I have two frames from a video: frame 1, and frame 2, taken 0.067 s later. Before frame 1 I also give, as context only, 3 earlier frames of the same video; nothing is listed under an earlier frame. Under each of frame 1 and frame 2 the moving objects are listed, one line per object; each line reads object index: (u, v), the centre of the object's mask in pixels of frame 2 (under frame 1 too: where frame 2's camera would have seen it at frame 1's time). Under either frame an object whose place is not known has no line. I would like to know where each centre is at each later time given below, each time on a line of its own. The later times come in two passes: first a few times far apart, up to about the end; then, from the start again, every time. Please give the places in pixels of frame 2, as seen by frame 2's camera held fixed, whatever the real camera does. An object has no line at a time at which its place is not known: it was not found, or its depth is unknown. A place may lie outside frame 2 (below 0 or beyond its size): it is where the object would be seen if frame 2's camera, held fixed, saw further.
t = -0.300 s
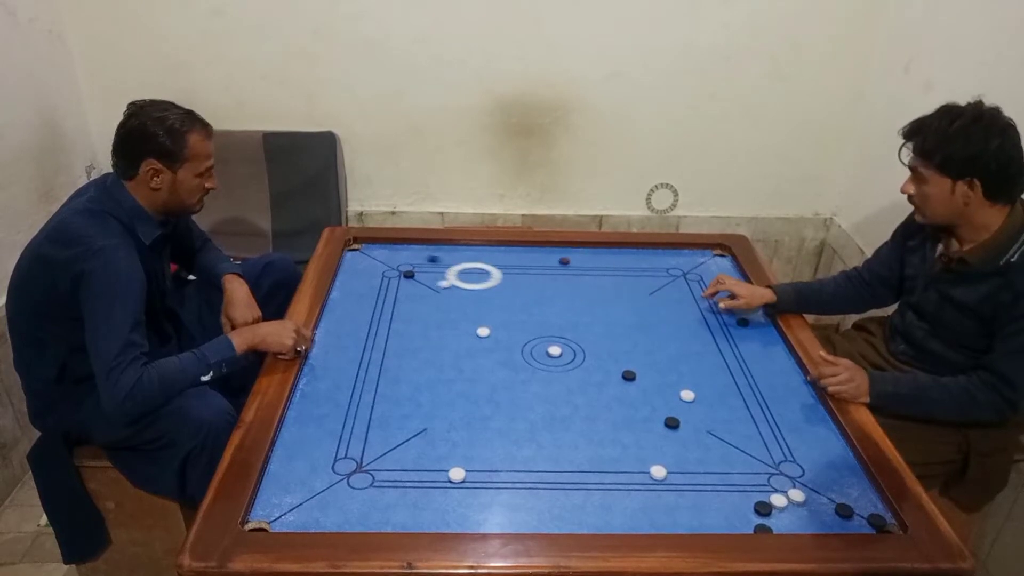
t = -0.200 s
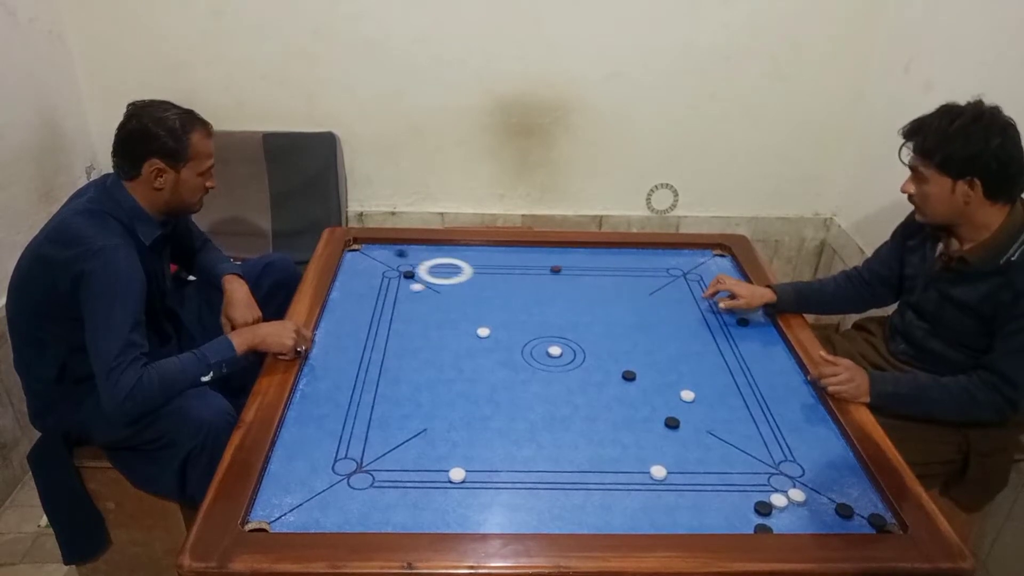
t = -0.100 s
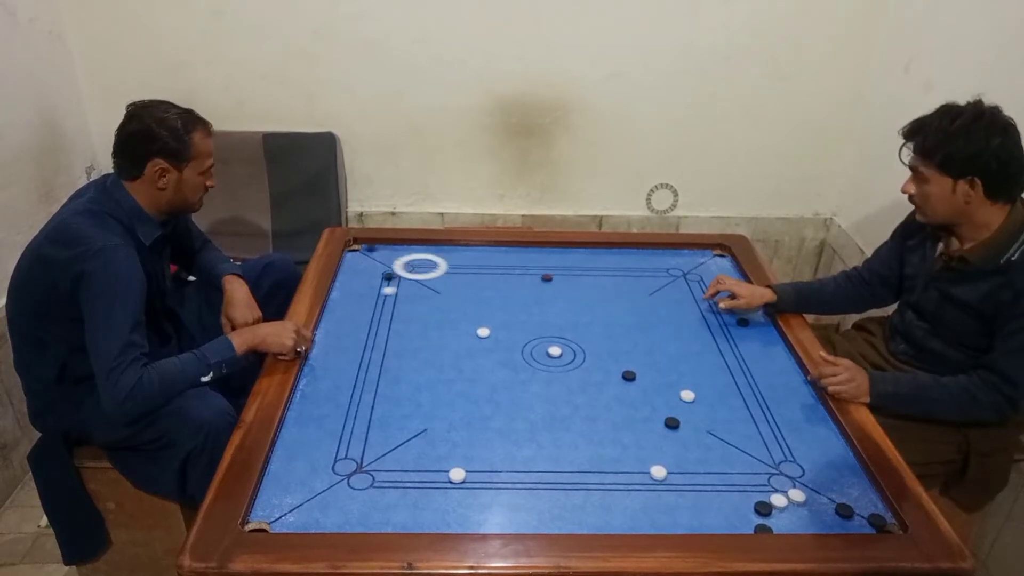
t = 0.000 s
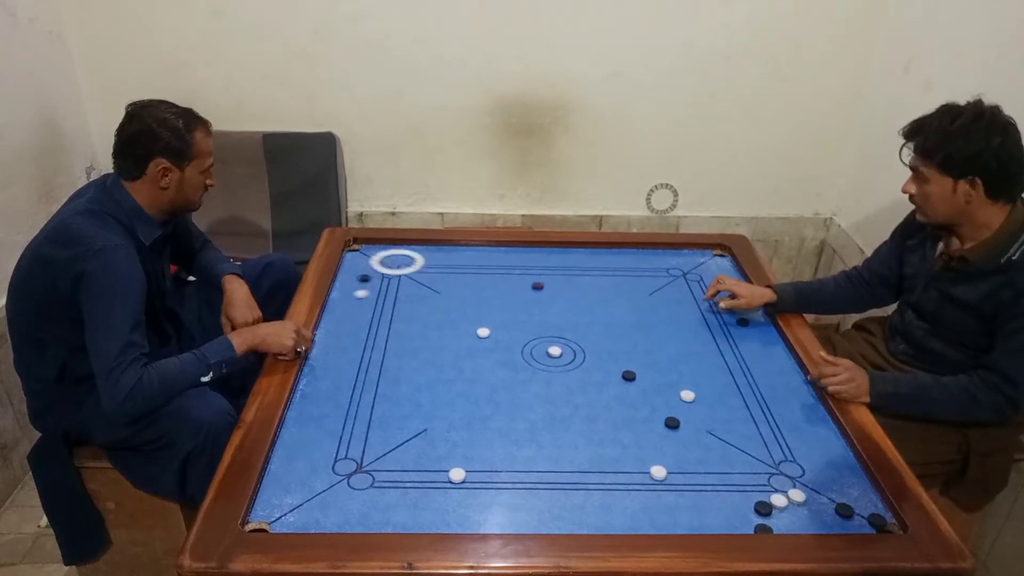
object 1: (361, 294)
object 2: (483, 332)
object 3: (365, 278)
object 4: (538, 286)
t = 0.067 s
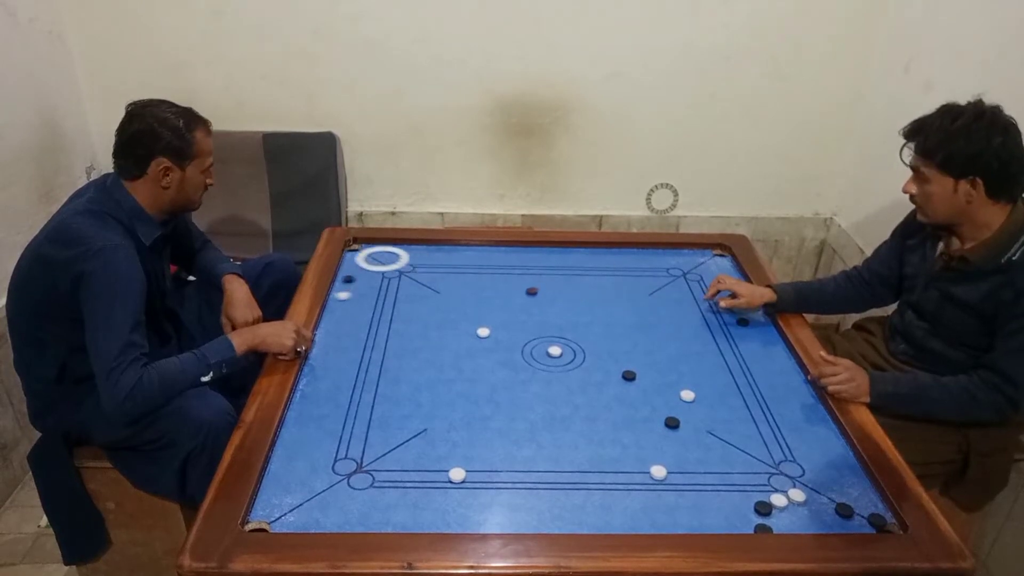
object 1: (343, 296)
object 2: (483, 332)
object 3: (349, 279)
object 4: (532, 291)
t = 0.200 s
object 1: (351, 298)
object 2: (483, 332)
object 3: (357, 280)
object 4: (520, 303)
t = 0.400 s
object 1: (388, 301)
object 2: (483, 332)
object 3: (395, 279)
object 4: (500, 321)
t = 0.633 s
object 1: (428, 303)
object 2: (461, 341)
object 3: (434, 281)
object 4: (499, 333)
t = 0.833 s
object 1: (458, 305)
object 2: (432, 354)
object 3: (466, 283)
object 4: (507, 338)
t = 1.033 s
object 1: (486, 307)
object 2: (403, 366)
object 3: (496, 284)
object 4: (513, 344)
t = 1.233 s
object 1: (512, 310)
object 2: (374, 378)
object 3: (526, 287)
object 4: (520, 349)
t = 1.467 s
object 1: (539, 312)
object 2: (341, 392)
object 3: (556, 290)
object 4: (526, 353)
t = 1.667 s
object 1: (558, 314)
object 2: (316, 402)
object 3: (582, 294)
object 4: (530, 356)
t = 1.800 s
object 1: (569, 315)
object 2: (300, 408)
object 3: (597, 296)
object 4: (532, 358)
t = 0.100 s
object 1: (335, 297)
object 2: (483, 332)
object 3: (341, 279)
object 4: (529, 294)
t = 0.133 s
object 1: (338, 297)
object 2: (483, 332)
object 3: (344, 280)
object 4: (525, 297)
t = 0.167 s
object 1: (345, 298)
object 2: (483, 332)
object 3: (351, 280)
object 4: (523, 300)
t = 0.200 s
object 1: (351, 298)
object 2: (483, 332)
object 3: (357, 280)
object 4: (520, 303)
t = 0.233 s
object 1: (358, 299)
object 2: (483, 332)
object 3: (364, 280)
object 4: (516, 306)
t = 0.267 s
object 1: (364, 299)
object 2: (483, 332)
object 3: (370, 280)
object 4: (513, 309)
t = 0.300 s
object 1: (369, 299)
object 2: (483, 332)
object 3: (376, 280)
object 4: (510, 312)
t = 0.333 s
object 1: (376, 300)
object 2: (483, 332)
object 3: (383, 280)
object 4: (507, 314)
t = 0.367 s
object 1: (382, 300)
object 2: (483, 332)
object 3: (389, 279)
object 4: (503, 317)
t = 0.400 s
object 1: (388, 301)
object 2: (483, 332)
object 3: (395, 279)
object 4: (500, 321)
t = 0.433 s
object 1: (394, 301)
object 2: (483, 332)
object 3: (400, 279)
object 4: (497, 323)
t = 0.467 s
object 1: (400, 301)
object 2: (483, 332)
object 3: (406, 280)
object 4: (494, 326)
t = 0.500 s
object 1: (406, 302)
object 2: (481, 333)
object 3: (412, 281)
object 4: (493, 329)
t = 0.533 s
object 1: (412, 302)
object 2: (476, 335)
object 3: (418, 281)
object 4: (495, 330)
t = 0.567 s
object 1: (417, 302)
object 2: (471, 337)
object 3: (424, 281)
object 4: (496, 331)
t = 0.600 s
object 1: (423, 303)
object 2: (466, 339)
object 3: (429, 281)
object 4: (498, 332)
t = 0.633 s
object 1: (428, 303)
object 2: (461, 341)
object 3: (434, 281)
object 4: (499, 333)
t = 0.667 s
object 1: (433, 303)
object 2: (457, 344)
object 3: (440, 282)
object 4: (501, 334)
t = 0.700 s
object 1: (438, 304)
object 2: (452, 346)
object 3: (445, 282)
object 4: (502, 335)
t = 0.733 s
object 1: (443, 304)
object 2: (447, 348)
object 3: (450, 282)
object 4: (503, 336)
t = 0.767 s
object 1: (448, 305)
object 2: (442, 350)
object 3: (456, 282)
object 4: (504, 337)
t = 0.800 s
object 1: (453, 305)
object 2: (437, 352)
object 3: (461, 283)
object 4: (505, 338)
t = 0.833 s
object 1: (458, 305)
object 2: (432, 354)
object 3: (466, 283)
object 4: (507, 338)
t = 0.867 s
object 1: (463, 306)
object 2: (427, 356)
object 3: (471, 283)
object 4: (508, 340)
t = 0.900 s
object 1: (468, 306)
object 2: (422, 358)
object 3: (476, 284)
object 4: (509, 341)
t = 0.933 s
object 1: (472, 306)
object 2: (417, 360)
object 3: (481, 284)
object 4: (510, 342)
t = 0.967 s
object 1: (477, 307)
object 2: (413, 362)
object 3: (487, 284)
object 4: (511, 342)
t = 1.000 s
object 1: (481, 307)
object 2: (408, 364)
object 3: (492, 284)
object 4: (512, 343)
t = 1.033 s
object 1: (486, 307)
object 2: (403, 366)
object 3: (496, 284)
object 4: (513, 344)
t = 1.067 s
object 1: (491, 308)
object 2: (398, 369)
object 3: (501, 285)
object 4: (515, 345)
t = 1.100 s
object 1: (495, 308)
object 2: (393, 370)
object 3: (506, 285)
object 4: (516, 345)
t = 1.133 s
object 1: (500, 309)
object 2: (388, 373)
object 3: (511, 286)
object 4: (517, 346)
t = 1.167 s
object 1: (504, 309)
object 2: (383, 375)
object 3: (516, 286)
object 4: (518, 347)
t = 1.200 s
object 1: (508, 309)
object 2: (379, 377)
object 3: (521, 287)
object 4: (519, 348)
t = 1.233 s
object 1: (512, 310)
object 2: (374, 378)
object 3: (526, 287)
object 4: (520, 349)
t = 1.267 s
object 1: (517, 310)
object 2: (369, 381)
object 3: (530, 288)
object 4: (521, 349)
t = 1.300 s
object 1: (521, 310)
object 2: (364, 382)
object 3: (535, 288)
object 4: (522, 350)
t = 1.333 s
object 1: (525, 310)
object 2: (359, 384)
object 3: (539, 288)
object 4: (523, 351)
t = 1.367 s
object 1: (528, 311)
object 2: (355, 386)
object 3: (544, 289)
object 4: (523, 352)
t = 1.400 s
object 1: (532, 311)
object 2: (350, 388)
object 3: (548, 289)
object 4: (524, 352)
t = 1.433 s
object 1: (535, 312)
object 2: (345, 390)
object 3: (553, 290)
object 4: (525, 353)
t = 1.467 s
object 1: (539, 312)
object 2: (341, 392)
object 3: (556, 290)
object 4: (526, 353)
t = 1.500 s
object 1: (542, 313)
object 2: (337, 394)
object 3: (561, 291)
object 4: (526, 354)
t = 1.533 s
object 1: (545, 313)
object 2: (332, 395)
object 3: (565, 292)
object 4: (527, 354)
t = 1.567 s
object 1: (548, 313)
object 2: (328, 397)
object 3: (569, 292)
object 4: (528, 355)
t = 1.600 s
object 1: (551, 313)
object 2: (324, 399)
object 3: (574, 293)
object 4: (528, 355)
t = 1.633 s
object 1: (555, 314)
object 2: (320, 401)
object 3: (577, 293)
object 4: (529, 356)
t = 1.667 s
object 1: (558, 314)
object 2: (316, 402)
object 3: (582, 294)
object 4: (530, 356)
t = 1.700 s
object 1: (560, 314)
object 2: (312, 404)
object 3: (585, 294)
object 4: (530, 356)
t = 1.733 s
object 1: (563, 314)
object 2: (307, 405)
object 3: (589, 295)
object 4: (531, 357)
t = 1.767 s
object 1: (566, 315)
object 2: (304, 407)
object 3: (593, 295)
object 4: (532, 357)
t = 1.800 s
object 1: (569, 315)
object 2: (300, 408)
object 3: (597, 296)
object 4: (532, 358)
